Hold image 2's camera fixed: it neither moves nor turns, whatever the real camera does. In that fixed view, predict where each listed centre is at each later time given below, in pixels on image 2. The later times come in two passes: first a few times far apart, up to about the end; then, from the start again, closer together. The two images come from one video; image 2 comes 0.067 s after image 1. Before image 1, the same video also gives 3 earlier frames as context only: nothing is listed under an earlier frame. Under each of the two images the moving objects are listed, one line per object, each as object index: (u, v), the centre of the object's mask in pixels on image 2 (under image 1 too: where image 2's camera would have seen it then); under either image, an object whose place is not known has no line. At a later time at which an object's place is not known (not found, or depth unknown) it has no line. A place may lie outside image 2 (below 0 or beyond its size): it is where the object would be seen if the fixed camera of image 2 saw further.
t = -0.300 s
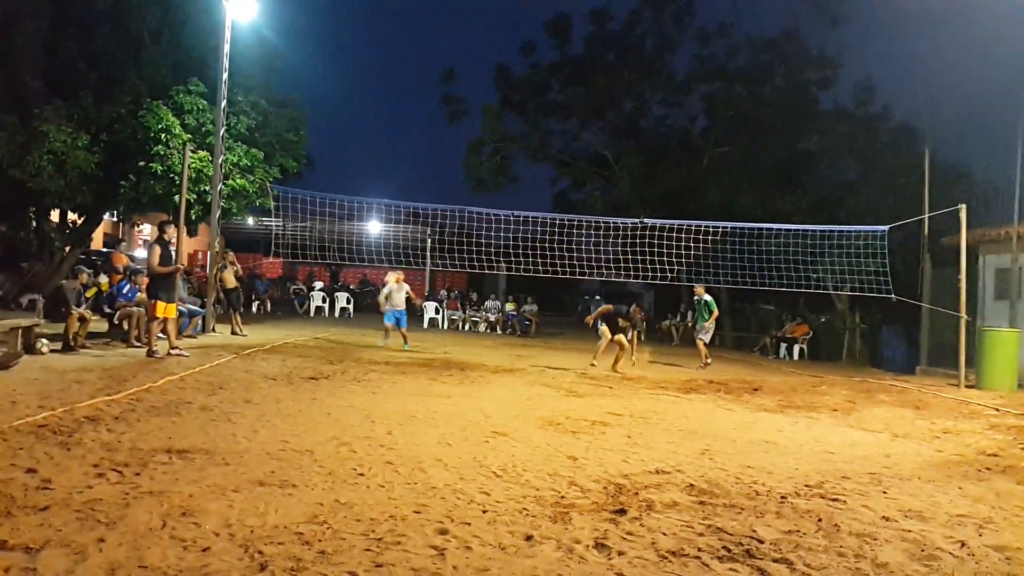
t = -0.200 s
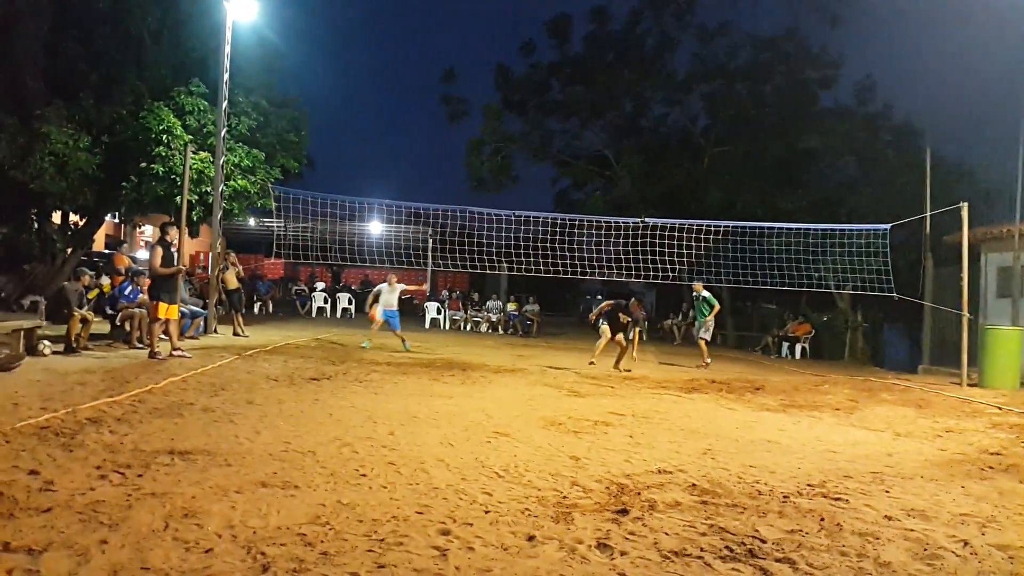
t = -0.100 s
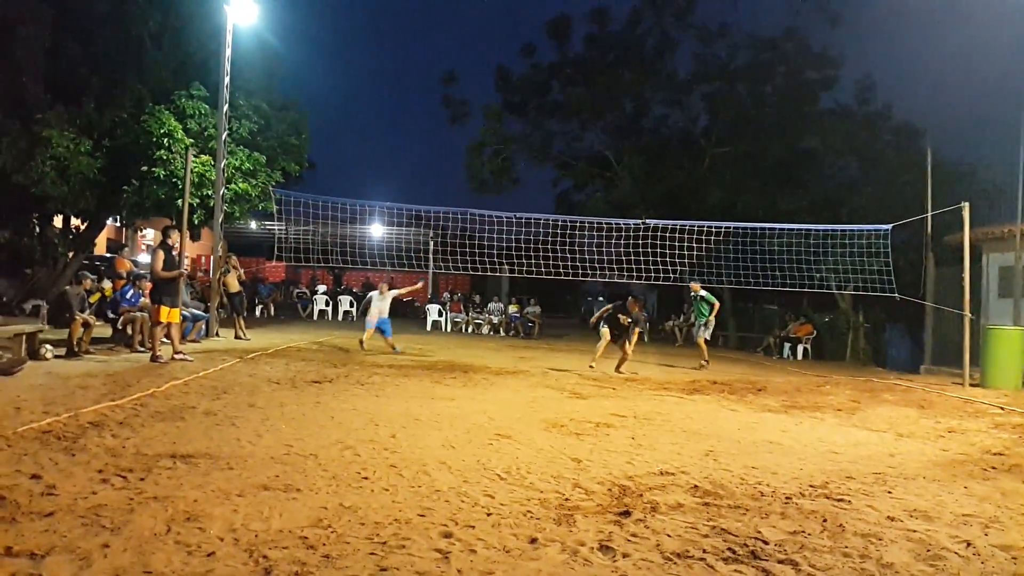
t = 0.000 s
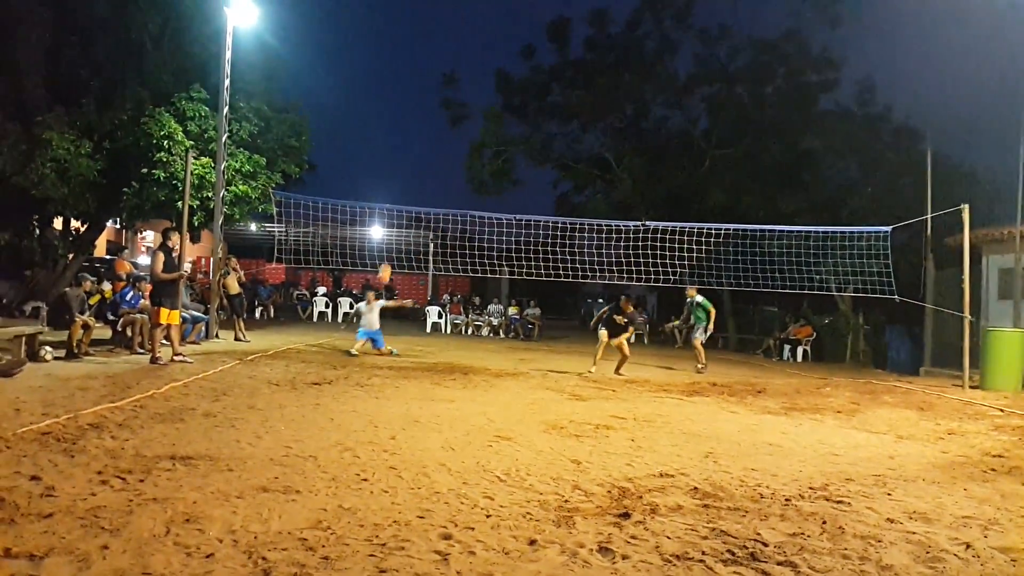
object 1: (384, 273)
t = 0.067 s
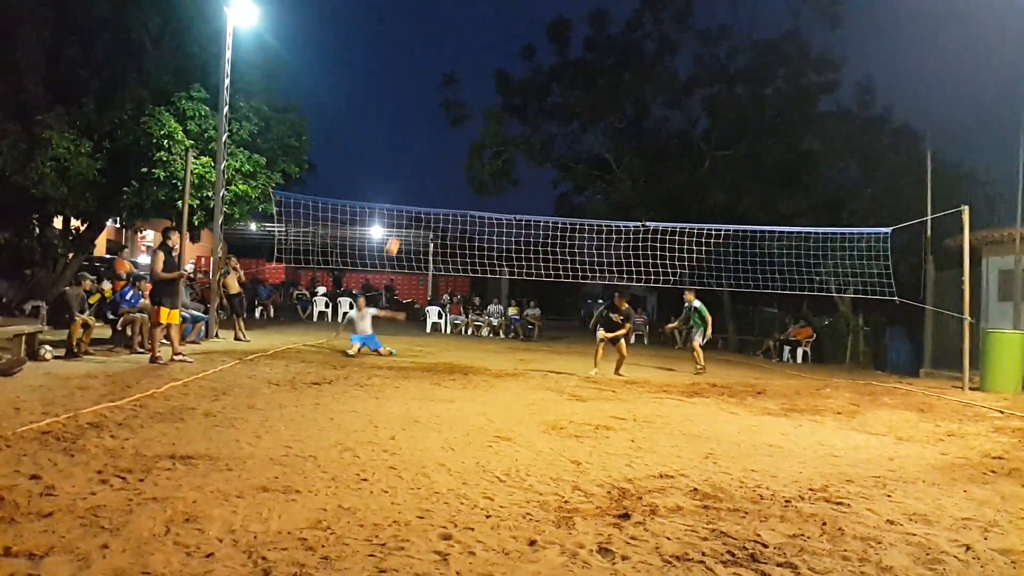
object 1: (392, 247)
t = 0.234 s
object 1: (413, 187)
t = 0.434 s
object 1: (437, 134)
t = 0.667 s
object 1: (465, 99)
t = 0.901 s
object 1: (494, 94)
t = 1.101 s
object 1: (520, 117)
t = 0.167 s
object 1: (405, 209)
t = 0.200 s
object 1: (409, 197)
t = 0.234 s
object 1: (413, 187)
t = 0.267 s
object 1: (416, 178)
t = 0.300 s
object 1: (420, 168)
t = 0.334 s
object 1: (424, 159)
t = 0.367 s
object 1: (428, 150)
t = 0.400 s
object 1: (432, 142)
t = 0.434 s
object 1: (437, 134)
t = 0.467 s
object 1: (441, 128)
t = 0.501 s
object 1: (445, 122)
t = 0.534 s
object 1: (449, 116)
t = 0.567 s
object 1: (453, 110)
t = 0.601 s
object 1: (457, 106)
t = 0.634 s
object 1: (461, 102)
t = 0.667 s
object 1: (465, 99)
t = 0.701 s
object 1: (469, 97)
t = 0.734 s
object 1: (473, 95)
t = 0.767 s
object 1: (478, 93)
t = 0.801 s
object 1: (481, 93)
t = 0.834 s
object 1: (485, 93)
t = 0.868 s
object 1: (490, 93)
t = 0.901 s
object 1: (494, 94)
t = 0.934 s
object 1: (499, 97)
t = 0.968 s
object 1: (503, 99)
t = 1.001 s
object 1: (507, 103)
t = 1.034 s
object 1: (511, 107)
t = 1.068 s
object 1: (516, 112)
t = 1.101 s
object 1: (520, 117)
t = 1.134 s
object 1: (524, 123)
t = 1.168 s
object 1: (529, 130)
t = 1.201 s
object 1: (533, 138)
